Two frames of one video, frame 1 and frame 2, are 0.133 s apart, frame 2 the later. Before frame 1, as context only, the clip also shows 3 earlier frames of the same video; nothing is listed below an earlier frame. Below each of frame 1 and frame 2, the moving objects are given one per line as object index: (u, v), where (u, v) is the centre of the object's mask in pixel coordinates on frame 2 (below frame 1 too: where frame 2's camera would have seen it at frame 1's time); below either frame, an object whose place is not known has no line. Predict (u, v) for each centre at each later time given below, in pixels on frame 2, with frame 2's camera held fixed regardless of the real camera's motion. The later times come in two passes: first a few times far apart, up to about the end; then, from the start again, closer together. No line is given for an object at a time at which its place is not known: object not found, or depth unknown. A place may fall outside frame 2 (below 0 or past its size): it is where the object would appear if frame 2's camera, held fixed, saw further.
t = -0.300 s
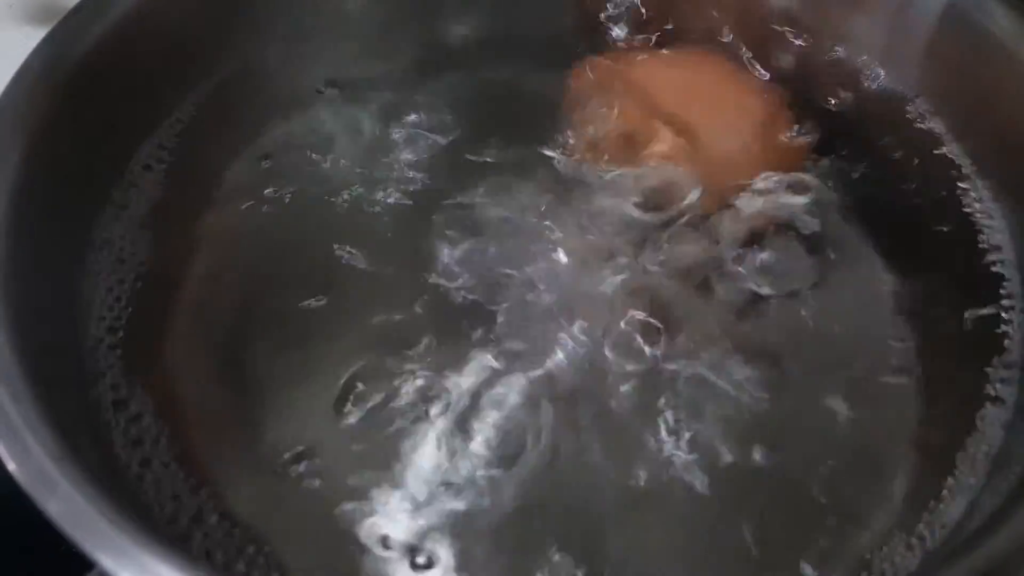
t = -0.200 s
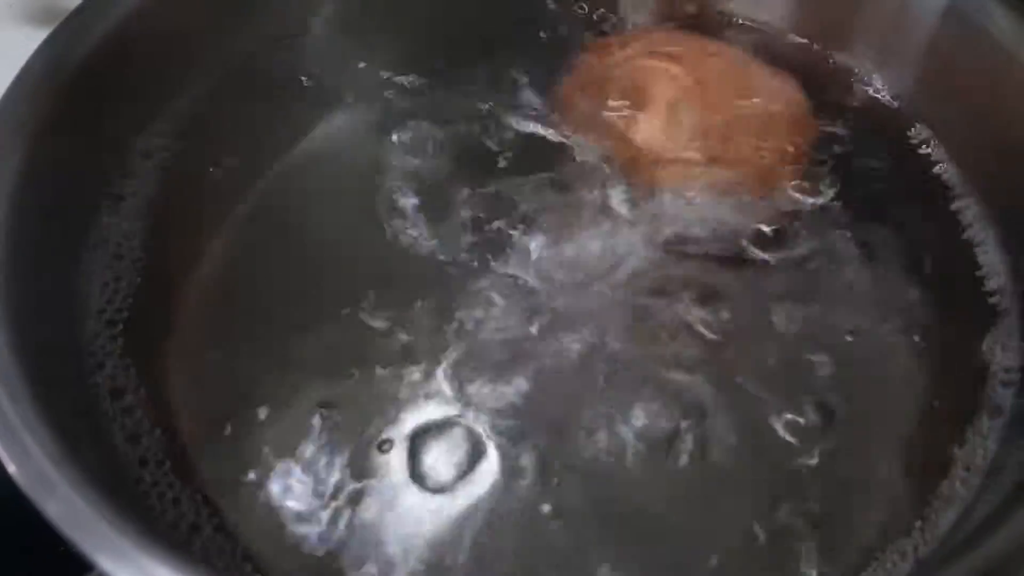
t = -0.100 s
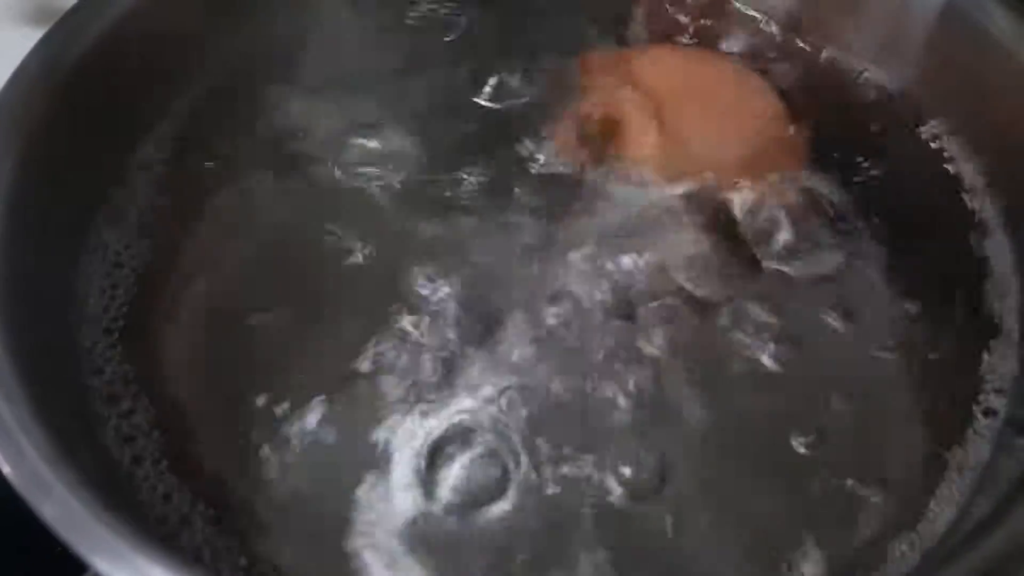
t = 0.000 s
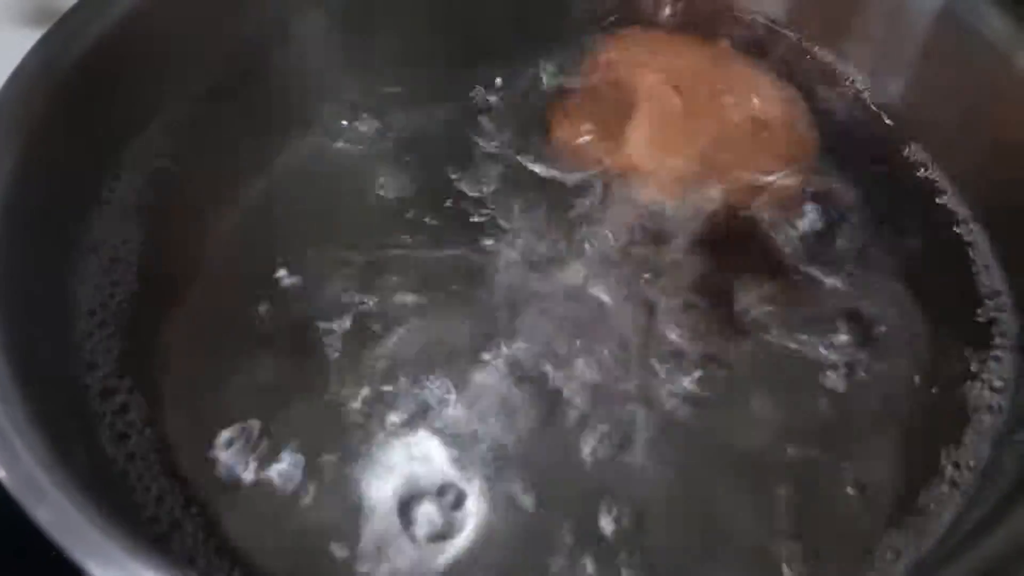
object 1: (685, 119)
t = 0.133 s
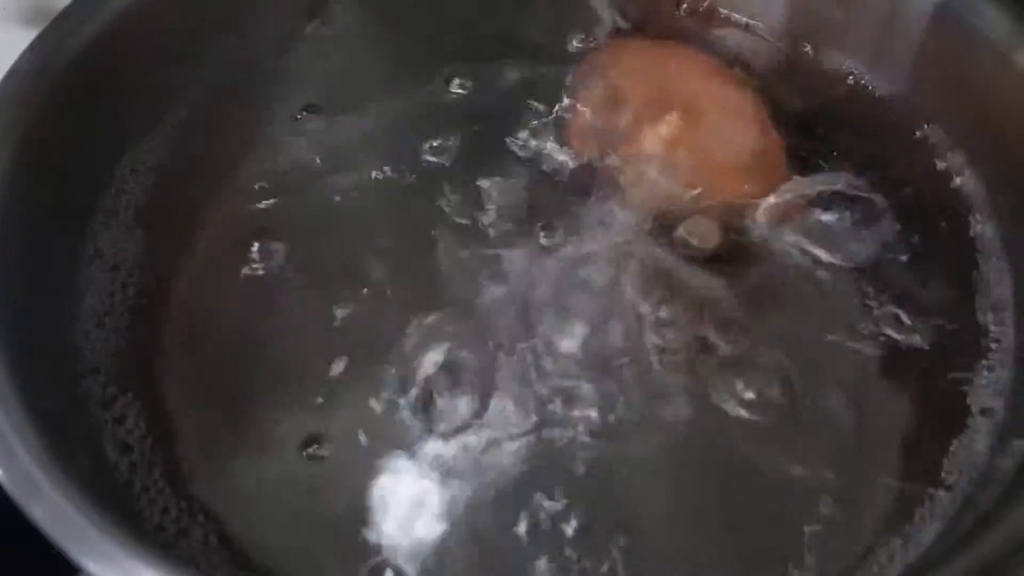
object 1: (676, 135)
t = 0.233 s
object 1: (691, 132)
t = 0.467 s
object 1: (686, 145)
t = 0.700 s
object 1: (698, 133)
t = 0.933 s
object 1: (692, 160)
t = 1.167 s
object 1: (699, 167)
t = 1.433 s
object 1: (712, 159)
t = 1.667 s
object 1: (738, 177)
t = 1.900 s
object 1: (743, 189)
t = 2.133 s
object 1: (762, 182)
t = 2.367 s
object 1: (748, 174)
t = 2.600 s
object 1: (757, 179)
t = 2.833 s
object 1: (774, 178)
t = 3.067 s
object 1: (775, 170)
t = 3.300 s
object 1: (770, 169)
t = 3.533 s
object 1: (754, 176)
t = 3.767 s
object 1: (754, 184)
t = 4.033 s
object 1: (766, 193)
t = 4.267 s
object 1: (779, 196)
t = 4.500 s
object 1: (777, 199)
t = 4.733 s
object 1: (797, 203)
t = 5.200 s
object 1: (803, 228)
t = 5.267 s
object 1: (816, 217)
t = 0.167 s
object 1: (677, 136)
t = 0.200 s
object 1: (681, 133)
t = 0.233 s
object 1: (691, 132)
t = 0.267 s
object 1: (702, 137)
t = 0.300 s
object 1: (691, 146)
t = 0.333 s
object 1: (673, 141)
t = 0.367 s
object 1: (679, 137)
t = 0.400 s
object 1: (681, 134)
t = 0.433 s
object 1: (685, 135)
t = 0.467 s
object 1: (686, 145)
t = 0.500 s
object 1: (679, 142)
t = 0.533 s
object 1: (692, 137)
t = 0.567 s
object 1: (699, 134)
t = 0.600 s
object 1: (702, 127)
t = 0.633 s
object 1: (698, 129)
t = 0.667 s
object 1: (694, 124)
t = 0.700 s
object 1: (698, 133)
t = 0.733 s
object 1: (693, 141)
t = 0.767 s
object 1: (693, 151)
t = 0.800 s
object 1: (700, 157)
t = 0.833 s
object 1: (698, 156)
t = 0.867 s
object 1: (705, 158)
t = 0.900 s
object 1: (698, 159)
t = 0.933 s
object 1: (692, 160)
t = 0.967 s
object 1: (683, 158)
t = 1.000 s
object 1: (686, 165)
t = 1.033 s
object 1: (697, 170)
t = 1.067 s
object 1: (699, 164)
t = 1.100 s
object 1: (694, 154)
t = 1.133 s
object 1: (701, 168)
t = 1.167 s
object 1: (699, 167)
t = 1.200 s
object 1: (697, 165)
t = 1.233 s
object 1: (697, 172)
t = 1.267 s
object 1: (700, 155)
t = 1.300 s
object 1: (705, 174)
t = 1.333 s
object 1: (708, 171)
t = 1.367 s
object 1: (710, 169)
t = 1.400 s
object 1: (715, 169)
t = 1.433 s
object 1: (712, 159)
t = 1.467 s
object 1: (725, 164)
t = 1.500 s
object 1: (720, 171)
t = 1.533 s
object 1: (717, 174)
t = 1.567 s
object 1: (717, 177)
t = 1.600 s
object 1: (721, 177)
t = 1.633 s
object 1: (726, 176)
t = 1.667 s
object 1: (738, 177)
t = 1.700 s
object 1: (740, 177)
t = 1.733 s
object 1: (741, 178)
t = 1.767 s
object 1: (748, 182)
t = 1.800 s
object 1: (748, 179)
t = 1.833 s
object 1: (751, 179)
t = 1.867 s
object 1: (745, 186)
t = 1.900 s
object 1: (743, 189)
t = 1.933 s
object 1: (758, 192)
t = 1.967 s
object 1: (741, 187)
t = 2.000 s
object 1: (742, 186)
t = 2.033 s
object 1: (745, 175)
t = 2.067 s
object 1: (754, 170)
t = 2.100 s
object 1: (754, 179)
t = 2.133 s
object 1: (762, 182)
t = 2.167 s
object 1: (760, 184)
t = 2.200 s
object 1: (758, 178)
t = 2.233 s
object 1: (759, 173)
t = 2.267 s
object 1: (761, 167)
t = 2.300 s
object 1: (751, 176)
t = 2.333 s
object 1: (741, 175)
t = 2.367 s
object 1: (748, 174)
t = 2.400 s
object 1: (755, 172)
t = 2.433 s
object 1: (755, 181)
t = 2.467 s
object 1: (756, 190)
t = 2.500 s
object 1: (766, 184)
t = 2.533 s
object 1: (763, 179)
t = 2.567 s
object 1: (757, 175)
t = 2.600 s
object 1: (757, 179)
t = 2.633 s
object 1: (763, 186)
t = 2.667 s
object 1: (780, 181)
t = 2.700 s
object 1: (778, 182)
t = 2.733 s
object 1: (763, 178)
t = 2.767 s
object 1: (762, 180)
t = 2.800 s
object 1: (767, 183)
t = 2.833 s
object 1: (774, 178)
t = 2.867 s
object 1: (776, 183)
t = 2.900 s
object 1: (772, 187)
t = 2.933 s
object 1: (762, 183)
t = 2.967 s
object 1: (764, 183)
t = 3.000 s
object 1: (764, 180)
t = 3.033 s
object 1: (769, 175)
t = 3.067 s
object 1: (775, 170)
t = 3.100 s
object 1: (769, 175)
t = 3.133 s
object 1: (759, 182)
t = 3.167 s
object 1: (758, 181)
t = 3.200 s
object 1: (763, 180)
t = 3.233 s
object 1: (775, 165)
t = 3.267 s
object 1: (779, 160)
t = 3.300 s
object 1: (770, 169)
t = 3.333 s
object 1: (763, 175)
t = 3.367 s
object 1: (755, 183)
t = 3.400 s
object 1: (761, 192)
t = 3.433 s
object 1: (766, 186)
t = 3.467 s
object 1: (749, 186)
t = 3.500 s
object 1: (754, 171)
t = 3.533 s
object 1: (754, 176)
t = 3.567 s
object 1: (753, 189)
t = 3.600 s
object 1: (748, 191)
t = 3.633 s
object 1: (748, 184)
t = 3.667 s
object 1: (751, 182)
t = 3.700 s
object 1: (750, 189)
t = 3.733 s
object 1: (755, 186)
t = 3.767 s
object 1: (754, 184)
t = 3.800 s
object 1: (760, 181)
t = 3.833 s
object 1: (753, 182)
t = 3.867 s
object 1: (753, 182)
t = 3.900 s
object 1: (755, 187)
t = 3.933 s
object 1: (765, 195)
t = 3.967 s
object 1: (763, 192)
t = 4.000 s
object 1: (764, 191)
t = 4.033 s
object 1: (766, 193)
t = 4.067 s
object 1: (767, 195)
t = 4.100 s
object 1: (755, 197)
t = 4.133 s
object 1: (766, 203)
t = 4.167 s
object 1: (769, 204)
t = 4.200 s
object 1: (778, 199)
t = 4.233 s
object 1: (778, 193)
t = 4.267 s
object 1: (779, 196)
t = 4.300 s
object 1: (778, 199)
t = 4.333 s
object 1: (789, 204)
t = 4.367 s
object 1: (781, 206)
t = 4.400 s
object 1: (783, 197)
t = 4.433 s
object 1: (781, 190)
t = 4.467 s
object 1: (783, 192)
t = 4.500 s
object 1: (777, 199)
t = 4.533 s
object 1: (777, 206)
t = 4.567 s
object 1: (777, 202)
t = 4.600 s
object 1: (787, 198)
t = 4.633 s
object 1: (794, 200)
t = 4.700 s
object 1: (793, 210)
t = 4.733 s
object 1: (797, 203)
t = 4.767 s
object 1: (799, 203)
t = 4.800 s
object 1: (803, 201)
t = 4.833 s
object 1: (802, 205)
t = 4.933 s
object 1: (805, 221)
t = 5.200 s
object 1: (803, 228)
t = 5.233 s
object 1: (813, 225)
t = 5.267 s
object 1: (816, 217)
